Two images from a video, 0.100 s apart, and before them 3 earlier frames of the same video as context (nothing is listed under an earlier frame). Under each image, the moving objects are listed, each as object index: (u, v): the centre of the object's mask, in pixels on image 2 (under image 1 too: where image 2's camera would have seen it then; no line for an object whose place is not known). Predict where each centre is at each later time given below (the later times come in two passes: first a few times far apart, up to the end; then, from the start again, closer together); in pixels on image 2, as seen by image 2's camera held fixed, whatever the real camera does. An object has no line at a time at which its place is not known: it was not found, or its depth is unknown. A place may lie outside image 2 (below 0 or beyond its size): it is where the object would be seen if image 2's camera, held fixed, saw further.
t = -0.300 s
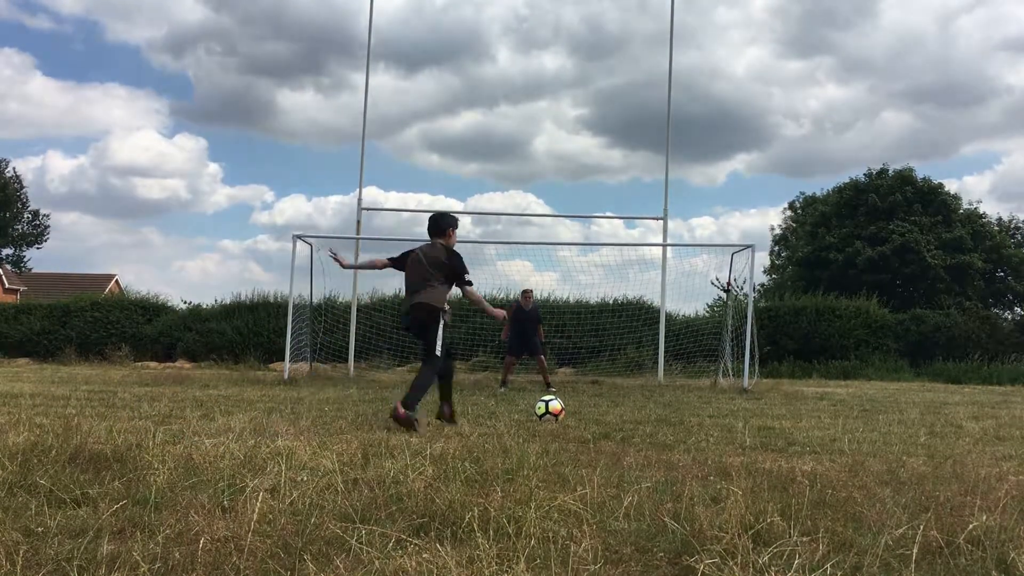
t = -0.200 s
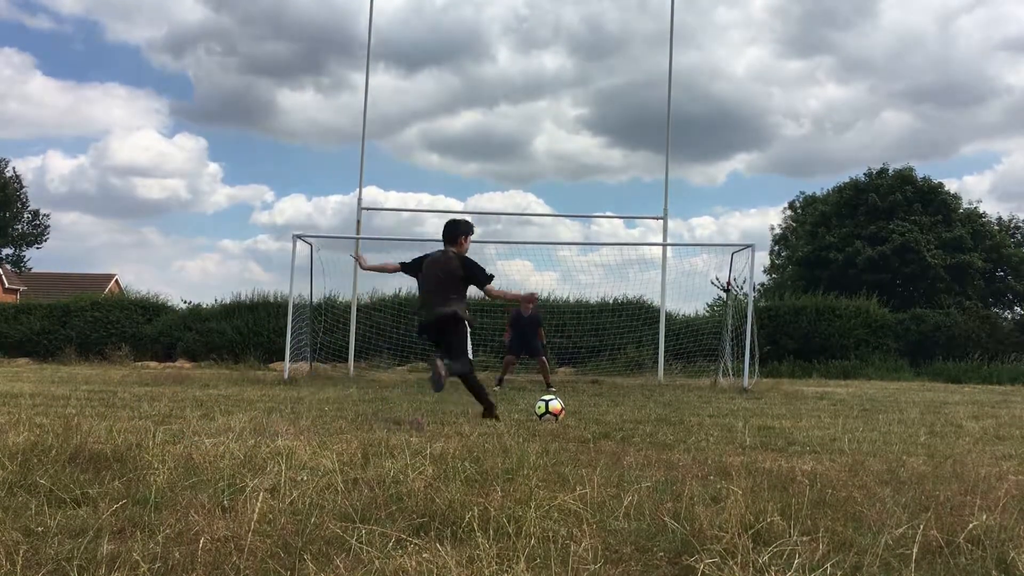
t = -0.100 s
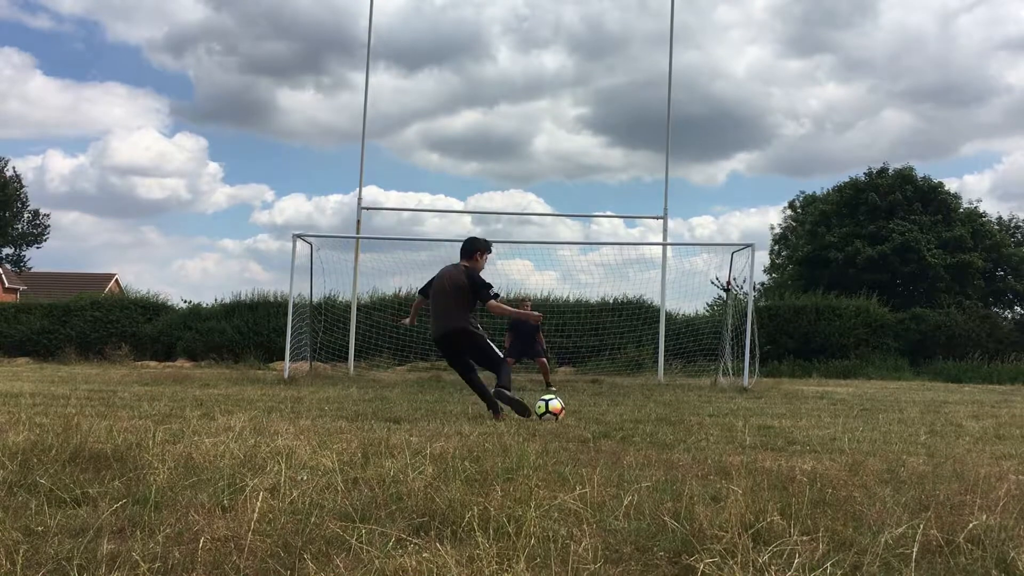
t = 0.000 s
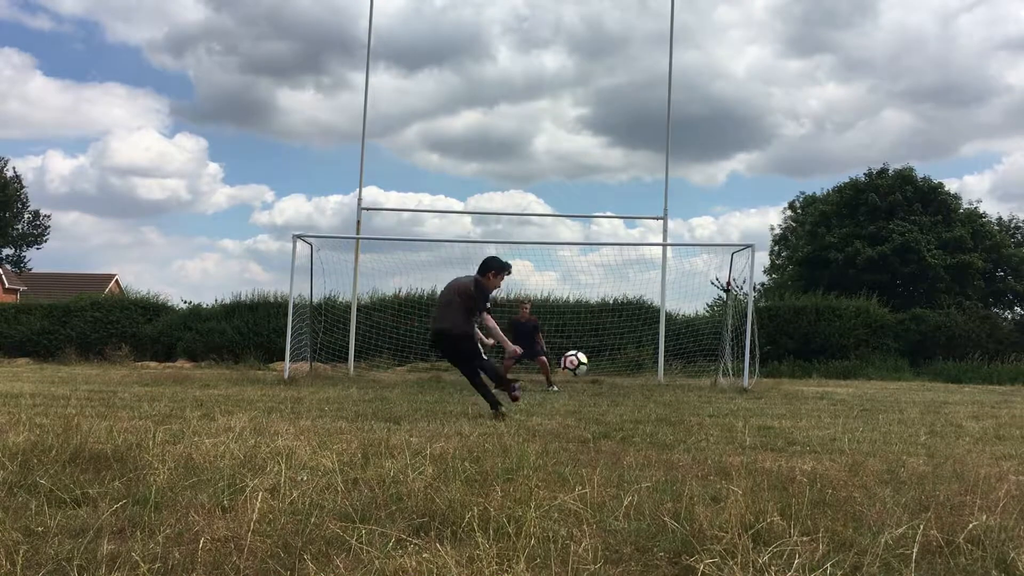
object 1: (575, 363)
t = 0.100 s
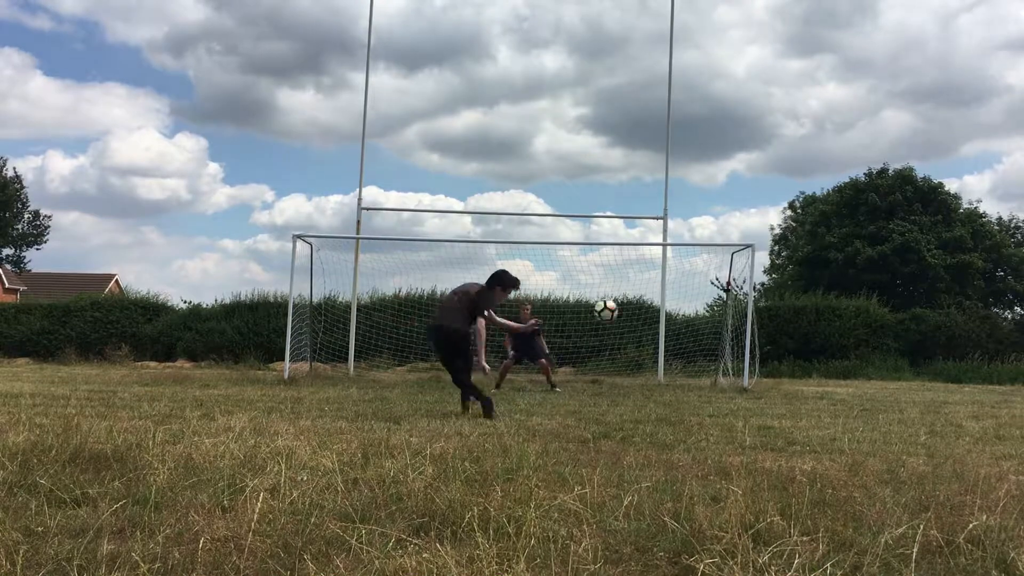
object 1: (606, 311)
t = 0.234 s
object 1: (636, 270)
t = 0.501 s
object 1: (678, 246)
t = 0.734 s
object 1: (704, 261)
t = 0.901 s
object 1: (718, 289)
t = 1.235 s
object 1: (714, 379)
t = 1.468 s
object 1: (711, 337)
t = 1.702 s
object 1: (707, 322)
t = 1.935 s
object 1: (704, 340)
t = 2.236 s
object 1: (699, 376)
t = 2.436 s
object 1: (696, 350)
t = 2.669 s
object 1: (692, 348)
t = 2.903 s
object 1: (689, 381)
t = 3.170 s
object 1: (687, 367)
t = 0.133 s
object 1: (614, 298)
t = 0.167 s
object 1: (622, 287)
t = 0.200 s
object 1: (630, 277)
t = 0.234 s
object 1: (636, 270)
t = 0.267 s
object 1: (643, 263)
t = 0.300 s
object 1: (648, 258)
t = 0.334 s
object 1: (655, 254)
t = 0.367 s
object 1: (660, 251)
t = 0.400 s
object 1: (665, 249)
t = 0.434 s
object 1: (670, 247)
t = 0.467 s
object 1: (674, 246)
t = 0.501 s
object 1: (678, 246)
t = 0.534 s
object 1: (683, 247)
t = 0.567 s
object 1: (687, 248)
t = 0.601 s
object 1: (690, 250)
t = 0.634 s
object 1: (694, 252)
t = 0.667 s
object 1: (697, 254)
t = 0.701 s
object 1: (700, 258)
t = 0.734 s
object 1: (704, 261)
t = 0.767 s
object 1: (707, 265)
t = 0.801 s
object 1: (710, 269)
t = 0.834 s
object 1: (712, 274)
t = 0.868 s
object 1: (715, 279)
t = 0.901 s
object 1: (718, 289)
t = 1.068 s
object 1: (717, 339)
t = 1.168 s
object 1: (716, 375)
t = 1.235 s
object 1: (714, 379)
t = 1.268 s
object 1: (714, 372)
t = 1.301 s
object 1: (713, 365)
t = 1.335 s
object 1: (713, 359)
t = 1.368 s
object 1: (712, 353)
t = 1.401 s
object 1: (712, 346)
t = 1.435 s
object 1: (711, 341)
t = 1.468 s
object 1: (711, 337)
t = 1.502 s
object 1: (710, 334)
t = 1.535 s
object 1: (710, 330)
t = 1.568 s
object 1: (709, 328)
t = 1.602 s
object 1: (709, 327)
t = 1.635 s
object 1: (708, 324)
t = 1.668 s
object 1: (708, 323)
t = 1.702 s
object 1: (707, 322)
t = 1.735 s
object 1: (707, 323)
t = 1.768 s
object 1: (706, 324)
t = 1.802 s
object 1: (706, 327)
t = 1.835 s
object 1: (706, 328)
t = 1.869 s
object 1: (705, 332)
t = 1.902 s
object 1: (704, 335)
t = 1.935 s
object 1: (704, 340)
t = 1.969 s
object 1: (703, 346)
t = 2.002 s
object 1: (703, 350)
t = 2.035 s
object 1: (702, 357)
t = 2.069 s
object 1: (702, 364)
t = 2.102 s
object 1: (702, 372)
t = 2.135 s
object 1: (701, 380)
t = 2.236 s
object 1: (699, 376)
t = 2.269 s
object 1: (699, 370)
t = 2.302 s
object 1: (698, 364)
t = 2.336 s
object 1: (697, 360)
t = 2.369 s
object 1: (697, 355)
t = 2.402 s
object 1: (696, 352)
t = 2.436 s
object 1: (696, 350)
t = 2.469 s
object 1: (695, 347)
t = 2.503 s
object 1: (694, 345)
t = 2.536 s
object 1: (694, 345)
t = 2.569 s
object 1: (693, 344)
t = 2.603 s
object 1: (693, 345)
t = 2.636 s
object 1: (692, 347)
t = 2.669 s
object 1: (692, 348)
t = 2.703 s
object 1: (691, 350)
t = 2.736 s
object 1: (691, 354)
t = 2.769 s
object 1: (690, 358)
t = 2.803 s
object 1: (690, 362)
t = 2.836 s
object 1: (689, 368)
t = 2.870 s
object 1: (689, 374)
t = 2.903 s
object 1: (689, 381)
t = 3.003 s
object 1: (687, 380)
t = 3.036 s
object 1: (688, 376)
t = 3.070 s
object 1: (687, 373)
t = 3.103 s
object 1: (687, 370)
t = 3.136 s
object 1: (687, 368)
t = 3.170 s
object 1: (687, 367)
